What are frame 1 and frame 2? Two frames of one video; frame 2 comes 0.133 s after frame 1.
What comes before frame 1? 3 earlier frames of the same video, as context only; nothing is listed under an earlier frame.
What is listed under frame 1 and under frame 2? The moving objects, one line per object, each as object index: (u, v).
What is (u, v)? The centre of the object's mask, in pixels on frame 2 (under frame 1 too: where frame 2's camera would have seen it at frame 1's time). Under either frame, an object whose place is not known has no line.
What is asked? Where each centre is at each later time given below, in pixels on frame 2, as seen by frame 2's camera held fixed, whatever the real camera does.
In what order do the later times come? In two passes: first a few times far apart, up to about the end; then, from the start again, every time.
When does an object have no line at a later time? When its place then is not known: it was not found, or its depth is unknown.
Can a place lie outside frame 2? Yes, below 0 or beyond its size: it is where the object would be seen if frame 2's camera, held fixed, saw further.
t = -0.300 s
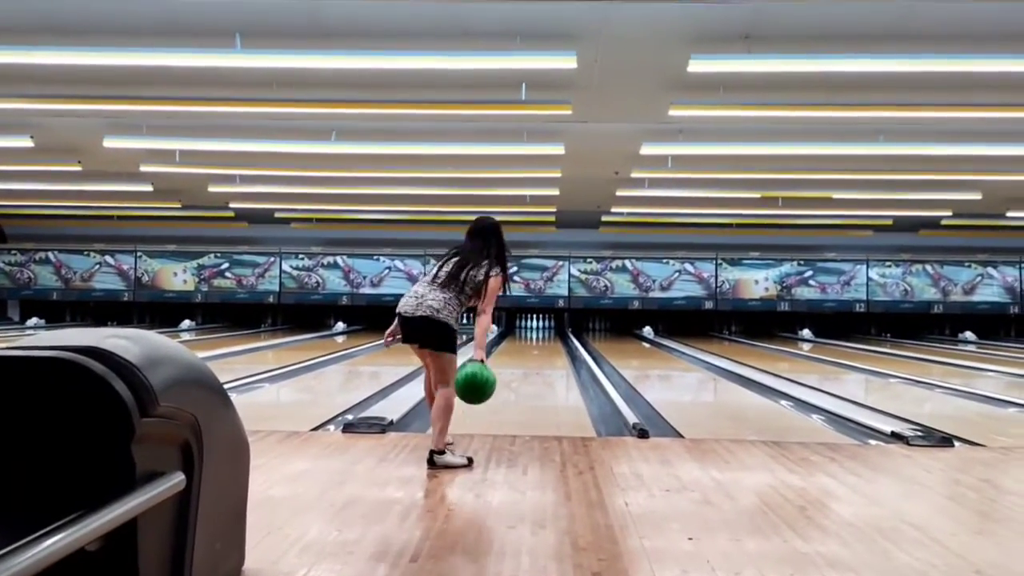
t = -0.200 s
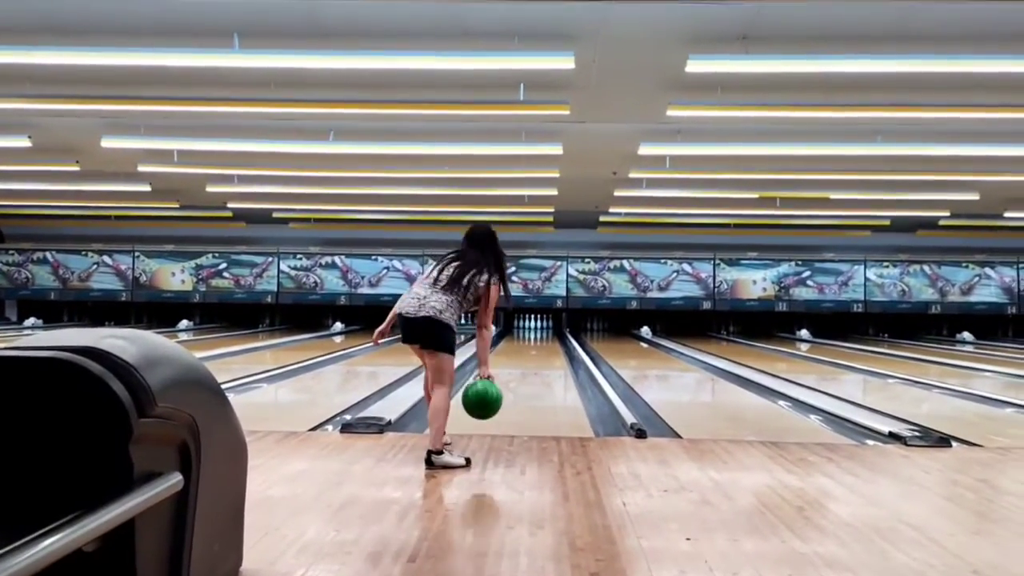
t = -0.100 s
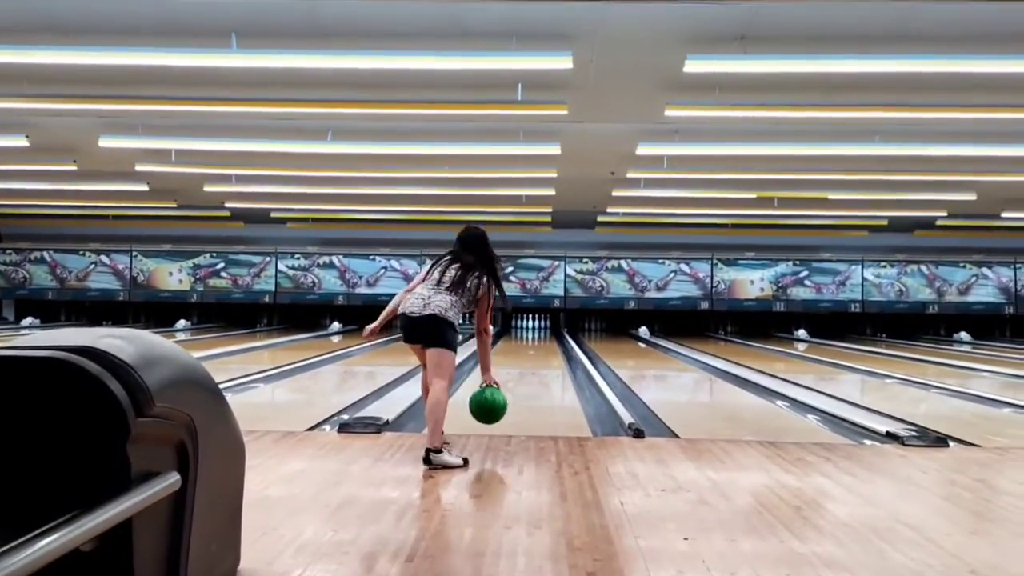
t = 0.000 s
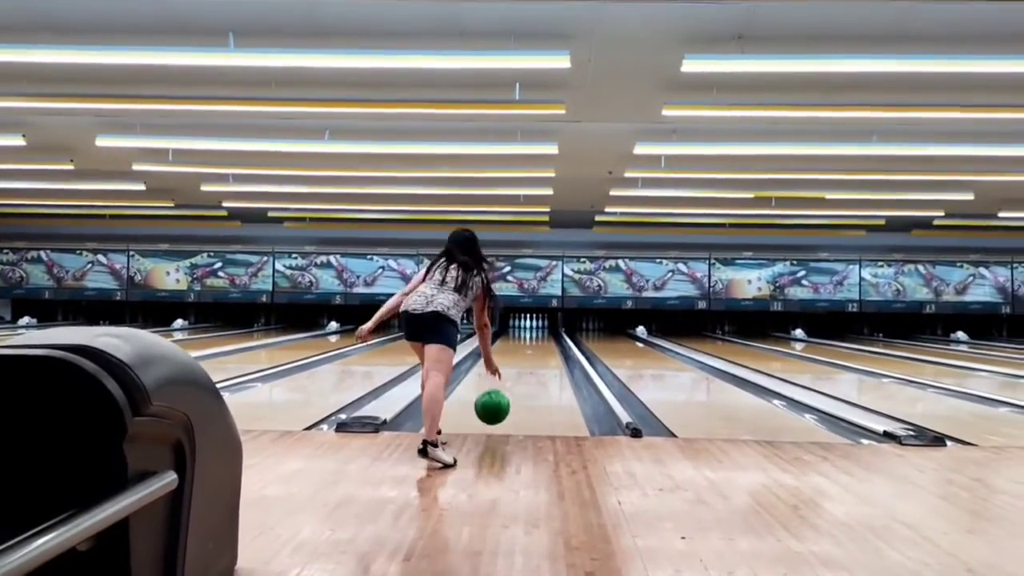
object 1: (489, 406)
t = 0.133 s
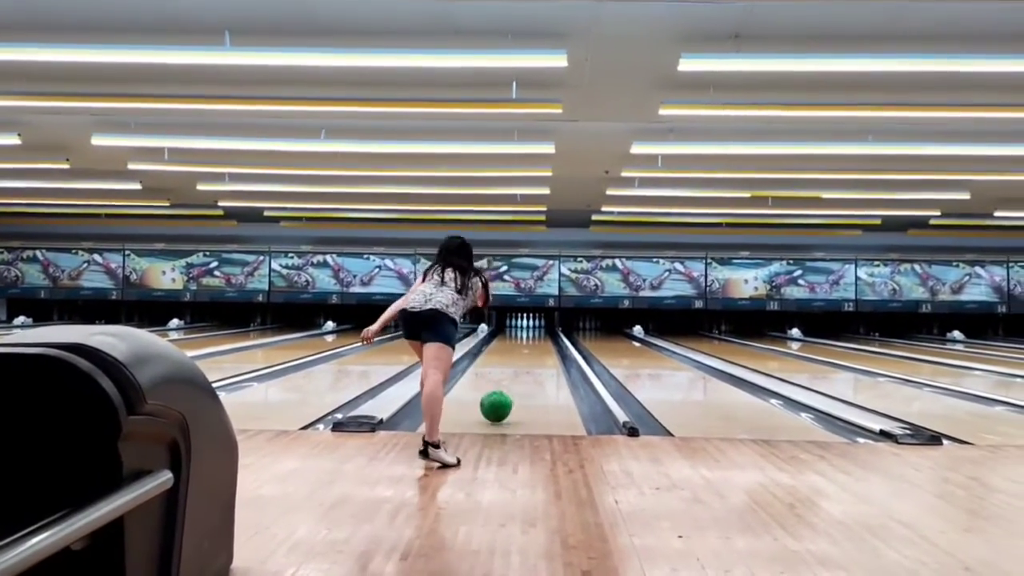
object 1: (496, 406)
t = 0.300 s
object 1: (503, 397)
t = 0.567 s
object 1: (511, 384)
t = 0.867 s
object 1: (518, 373)
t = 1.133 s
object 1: (523, 366)
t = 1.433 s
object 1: (527, 360)
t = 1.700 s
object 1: (531, 356)
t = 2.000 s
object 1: (534, 353)
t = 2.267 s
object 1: (537, 349)
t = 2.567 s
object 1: (540, 346)
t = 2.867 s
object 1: (543, 343)
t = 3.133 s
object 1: (545, 341)
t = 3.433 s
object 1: (548, 340)
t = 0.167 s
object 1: (497, 405)
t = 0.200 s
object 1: (499, 403)
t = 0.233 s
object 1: (500, 400)
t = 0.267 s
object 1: (501, 398)
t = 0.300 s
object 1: (503, 397)
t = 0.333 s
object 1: (504, 395)
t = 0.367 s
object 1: (505, 393)
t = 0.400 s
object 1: (506, 391)
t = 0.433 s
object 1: (507, 390)
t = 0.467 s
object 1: (508, 388)
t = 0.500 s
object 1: (509, 387)
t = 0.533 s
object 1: (510, 385)
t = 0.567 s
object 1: (511, 384)
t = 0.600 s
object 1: (512, 385)
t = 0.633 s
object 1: (514, 384)
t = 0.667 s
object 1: (517, 381)
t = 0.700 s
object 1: (516, 379)
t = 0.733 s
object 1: (515, 377)
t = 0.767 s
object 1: (516, 376)
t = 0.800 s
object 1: (517, 375)
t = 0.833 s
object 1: (517, 374)
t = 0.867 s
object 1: (518, 373)
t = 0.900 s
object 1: (519, 372)
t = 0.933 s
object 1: (519, 371)
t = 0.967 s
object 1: (520, 370)
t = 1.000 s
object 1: (521, 369)
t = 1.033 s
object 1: (521, 368)
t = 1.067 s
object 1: (522, 367)
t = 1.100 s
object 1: (522, 366)
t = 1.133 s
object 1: (523, 366)
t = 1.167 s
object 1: (523, 365)
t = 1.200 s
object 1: (524, 365)
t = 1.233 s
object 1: (524, 364)
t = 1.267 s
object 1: (524, 364)
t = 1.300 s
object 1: (525, 363)
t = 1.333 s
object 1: (525, 363)
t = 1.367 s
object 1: (526, 361)
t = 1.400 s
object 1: (526, 360)
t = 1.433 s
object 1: (527, 360)
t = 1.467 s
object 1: (528, 359)
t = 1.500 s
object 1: (528, 358)
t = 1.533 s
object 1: (528, 358)
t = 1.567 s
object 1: (529, 358)
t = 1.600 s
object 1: (529, 357)
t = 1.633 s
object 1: (530, 357)
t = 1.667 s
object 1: (531, 356)
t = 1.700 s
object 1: (531, 356)
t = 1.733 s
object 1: (531, 355)
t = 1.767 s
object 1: (532, 355)
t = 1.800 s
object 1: (532, 355)
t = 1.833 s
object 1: (532, 355)
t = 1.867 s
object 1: (532, 355)
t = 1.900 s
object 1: (533, 354)
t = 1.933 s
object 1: (534, 353)
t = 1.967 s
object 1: (534, 353)
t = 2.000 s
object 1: (534, 353)
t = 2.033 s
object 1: (535, 352)
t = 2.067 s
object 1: (535, 352)
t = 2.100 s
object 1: (535, 351)
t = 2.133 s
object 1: (536, 351)
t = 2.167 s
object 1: (536, 350)
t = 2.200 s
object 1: (536, 350)
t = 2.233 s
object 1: (536, 350)
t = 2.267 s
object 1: (537, 349)
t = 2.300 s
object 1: (537, 349)
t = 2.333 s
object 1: (538, 348)
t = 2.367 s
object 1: (539, 348)
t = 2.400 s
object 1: (539, 348)
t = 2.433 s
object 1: (539, 347)
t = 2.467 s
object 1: (540, 347)
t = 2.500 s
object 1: (540, 346)
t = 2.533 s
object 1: (540, 346)
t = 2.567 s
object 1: (540, 346)
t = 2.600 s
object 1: (540, 345)
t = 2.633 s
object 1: (541, 345)
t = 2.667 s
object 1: (541, 345)
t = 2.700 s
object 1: (541, 344)
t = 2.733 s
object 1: (542, 344)
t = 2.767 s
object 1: (542, 344)
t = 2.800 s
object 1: (542, 344)
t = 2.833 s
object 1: (543, 343)
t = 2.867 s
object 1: (543, 343)
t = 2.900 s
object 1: (543, 343)
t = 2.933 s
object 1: (543, 343)
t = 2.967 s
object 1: (543, 343)
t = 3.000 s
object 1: (543, 342)
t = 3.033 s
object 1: (544, 342)
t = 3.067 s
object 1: (544, 342)
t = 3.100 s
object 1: (545, 341)
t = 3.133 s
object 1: (545, 341)
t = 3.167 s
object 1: (546, 341)
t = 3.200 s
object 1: (546, 341)
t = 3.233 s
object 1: (546, 341)
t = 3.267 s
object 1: (546, 341)
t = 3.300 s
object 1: (546, 340)
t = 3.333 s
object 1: (547, 341)
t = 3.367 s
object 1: (547, 340)
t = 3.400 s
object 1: (547, 340)
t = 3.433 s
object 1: (548, 340)
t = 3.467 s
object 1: (548, 340)
